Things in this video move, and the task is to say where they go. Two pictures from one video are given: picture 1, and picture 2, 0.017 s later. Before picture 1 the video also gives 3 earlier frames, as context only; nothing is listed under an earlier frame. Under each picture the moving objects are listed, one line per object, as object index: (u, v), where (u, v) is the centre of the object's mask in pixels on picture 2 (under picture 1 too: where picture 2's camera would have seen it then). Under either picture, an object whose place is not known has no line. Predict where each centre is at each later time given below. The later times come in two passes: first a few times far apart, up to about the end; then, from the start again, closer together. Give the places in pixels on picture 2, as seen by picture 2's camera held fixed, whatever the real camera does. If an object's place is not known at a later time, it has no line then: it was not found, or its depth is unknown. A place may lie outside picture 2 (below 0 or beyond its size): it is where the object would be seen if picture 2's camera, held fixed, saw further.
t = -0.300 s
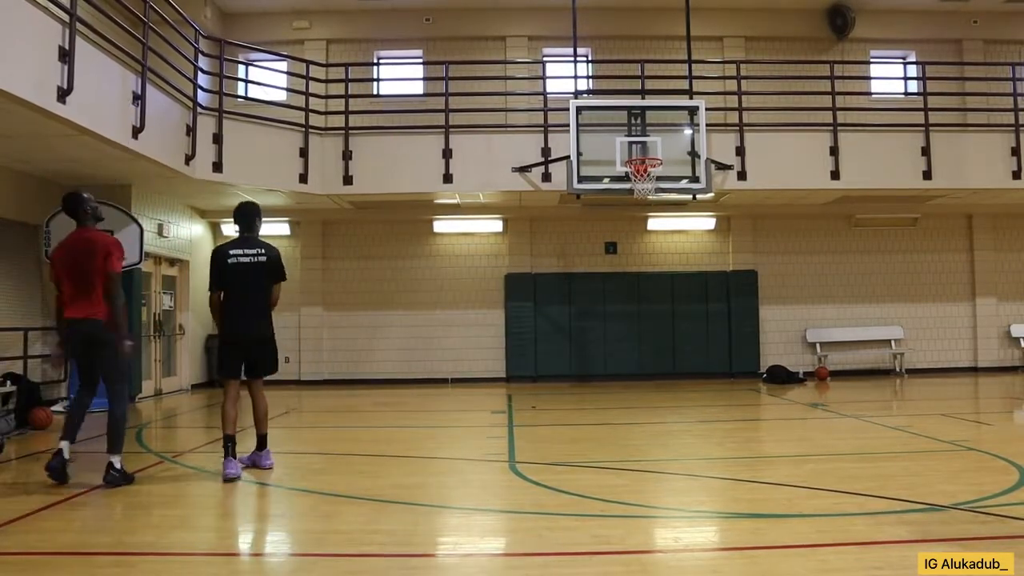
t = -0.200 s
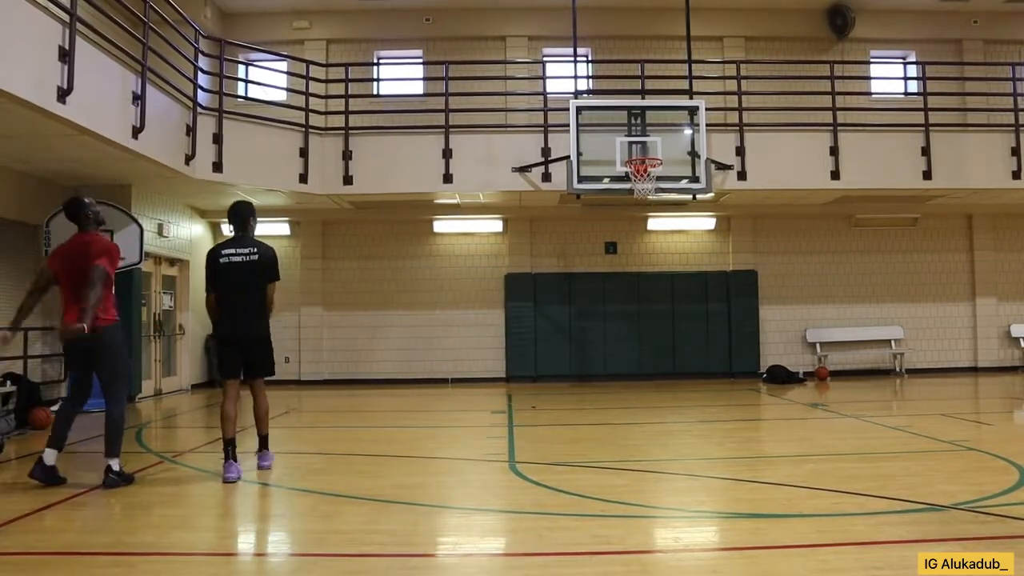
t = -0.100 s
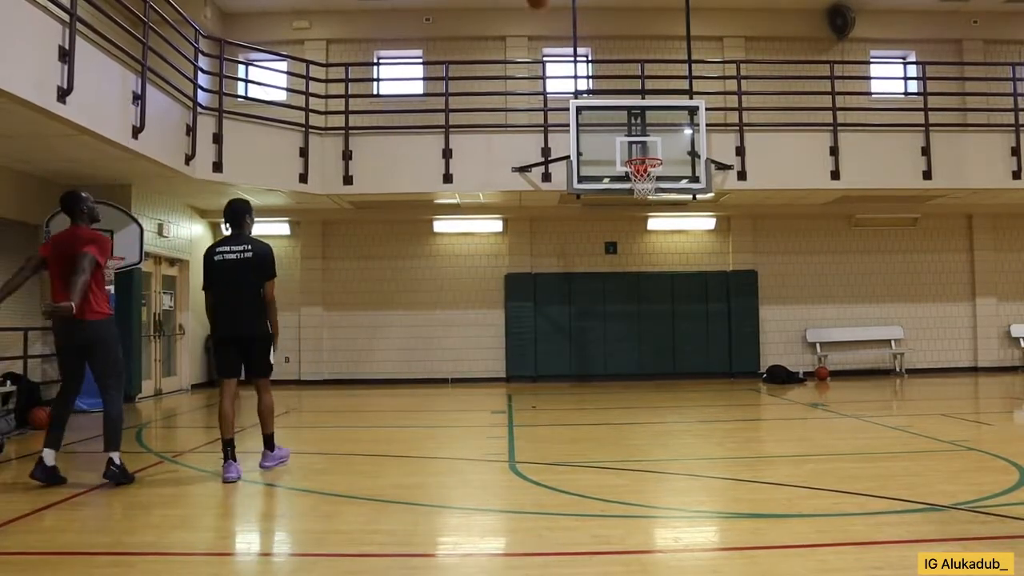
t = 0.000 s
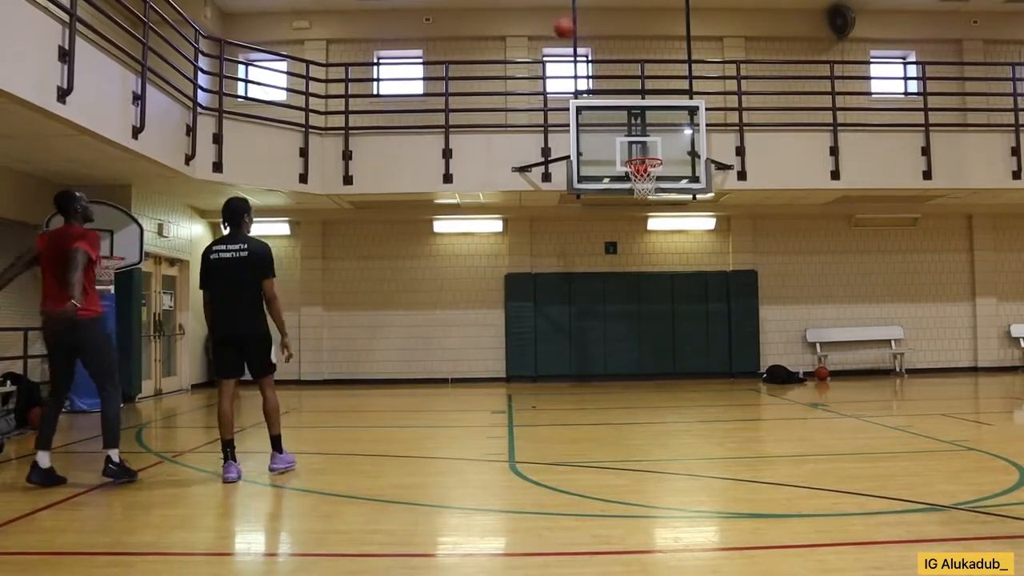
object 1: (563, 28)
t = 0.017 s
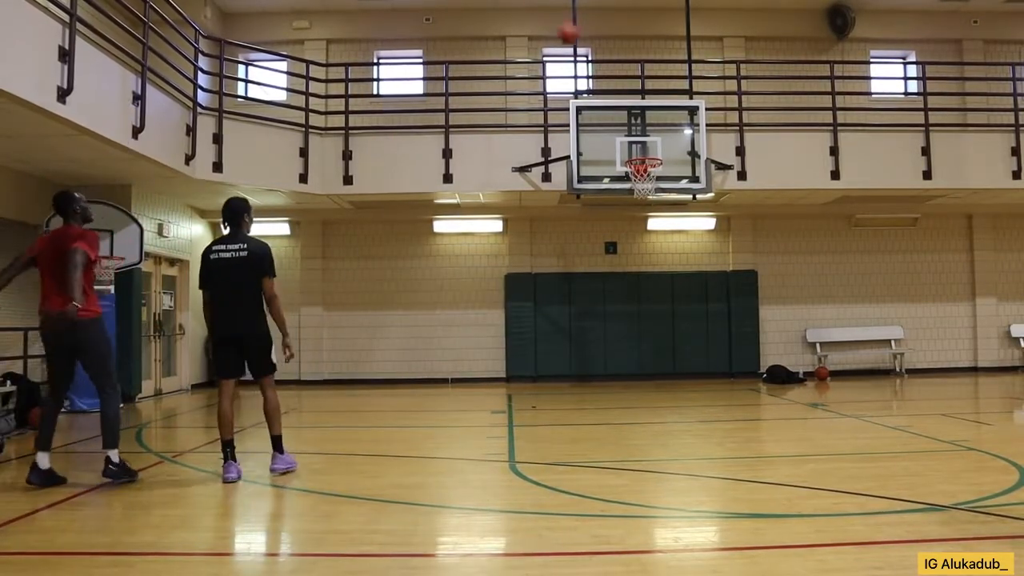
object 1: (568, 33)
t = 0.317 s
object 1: (639, 165)
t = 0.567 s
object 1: (665, 220)
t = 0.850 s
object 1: (693, 323)
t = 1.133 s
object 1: (709, 334)
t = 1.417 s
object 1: (716, 266)
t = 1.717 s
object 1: (724, 257)
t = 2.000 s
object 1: (734, 316)
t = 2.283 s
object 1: (746, 375)
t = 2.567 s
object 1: (759, 310)
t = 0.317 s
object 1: (639, 165)
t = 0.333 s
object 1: (640, 171)
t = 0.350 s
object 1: (641, 172)
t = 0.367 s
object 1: (646, 184)
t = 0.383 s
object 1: (647, 181)
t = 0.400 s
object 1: (648, 183)
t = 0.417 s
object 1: (651, 188)
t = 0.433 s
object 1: (652, 190)
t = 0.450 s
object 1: (654, 195)
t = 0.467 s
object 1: (656, 196)
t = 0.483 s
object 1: (657, 198)
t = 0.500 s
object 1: (658, 204)
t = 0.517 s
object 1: (660, 208)
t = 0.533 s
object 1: (663, 211)
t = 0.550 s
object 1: (664, 215)
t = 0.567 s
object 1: (665, 220)
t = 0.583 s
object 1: (667, 225)
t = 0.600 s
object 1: (669, 231)
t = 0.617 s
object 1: (670, 236)
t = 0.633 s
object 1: (672, 239)
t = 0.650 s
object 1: (673, 245)
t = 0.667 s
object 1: (675, 251)
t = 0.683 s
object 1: (677, 257)
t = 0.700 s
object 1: (679, 263)
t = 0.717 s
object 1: (680, 269)
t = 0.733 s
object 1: (682, 275)
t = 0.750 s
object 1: (684, 281)
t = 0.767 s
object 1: (684, 288)
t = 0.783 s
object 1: (687, 294)
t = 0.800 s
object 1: (688, 300)
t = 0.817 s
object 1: (690, 308)
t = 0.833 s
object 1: (691, 316)
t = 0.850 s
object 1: (693, 323)
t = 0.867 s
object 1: (695, 331)
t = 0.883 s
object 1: (697, 340)
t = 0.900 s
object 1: (699, 347)
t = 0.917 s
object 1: (700, 358)
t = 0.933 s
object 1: (702, 365)
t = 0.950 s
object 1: (703, 374)
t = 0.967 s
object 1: (704, 383)
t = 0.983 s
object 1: (706, 392)
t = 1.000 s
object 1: (706, 385)
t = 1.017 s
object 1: (707, 378)
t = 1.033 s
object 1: (707, 371)
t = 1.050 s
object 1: (708, 364)
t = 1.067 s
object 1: (707, 358)
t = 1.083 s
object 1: (708, 353)
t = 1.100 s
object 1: (708, 346)
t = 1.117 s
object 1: (709, 340)
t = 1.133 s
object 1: (709, 334)
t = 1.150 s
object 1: (711, 329)
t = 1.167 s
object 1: (710, 323)
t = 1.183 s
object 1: (711, 318)
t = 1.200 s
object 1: (711, 313)
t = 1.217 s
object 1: (712, 308)
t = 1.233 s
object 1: (712, 304)
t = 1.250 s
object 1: (712, 298)
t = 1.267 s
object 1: (712, 295)
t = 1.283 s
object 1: (713, 290)
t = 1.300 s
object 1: (713, 287)
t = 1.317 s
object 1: (713, 284)
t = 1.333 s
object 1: (714, 281)
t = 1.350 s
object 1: (715, 278)
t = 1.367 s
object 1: (715, 274)
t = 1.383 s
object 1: (716, 270)
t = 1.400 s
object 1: (716, 268)
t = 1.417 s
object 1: (716, 266)
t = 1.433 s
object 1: (717, 266)
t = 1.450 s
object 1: (716, 264)
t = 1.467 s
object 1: (717, 260)
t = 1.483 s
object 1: (717, 259)
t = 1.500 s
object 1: (718, 257)
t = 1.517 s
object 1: (718, 256)
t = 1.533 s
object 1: (719, 255)
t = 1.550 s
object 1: (719, 254)
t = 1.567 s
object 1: (719, 253)
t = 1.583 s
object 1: (720, 253)
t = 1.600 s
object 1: (721, 253)
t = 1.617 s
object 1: (721, 253)
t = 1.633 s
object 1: (722, 253)
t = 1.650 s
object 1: (722, 253)
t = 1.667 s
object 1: (722, 254)
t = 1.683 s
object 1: (723, 255)
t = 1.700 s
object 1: (724, 255)
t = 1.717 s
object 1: (724, 257)
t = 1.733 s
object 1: (725, 259)
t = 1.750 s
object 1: (725, 261)
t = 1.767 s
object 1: (726, 263)
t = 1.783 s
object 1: (727, 265)
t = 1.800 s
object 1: (727, 268)
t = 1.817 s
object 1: (728, 271)
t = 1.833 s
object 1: (729, 274)
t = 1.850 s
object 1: (729, 277)
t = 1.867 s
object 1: (730, 280)
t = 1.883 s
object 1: (730, 283)
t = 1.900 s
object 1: (731, 287)
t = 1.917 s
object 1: (731, 292)
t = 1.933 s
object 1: (731, 296)
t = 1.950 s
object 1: (732, 300)
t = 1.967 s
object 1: (733, 305)
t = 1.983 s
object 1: (734, 310)
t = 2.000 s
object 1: (734, 316)
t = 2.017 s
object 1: (735, 322)
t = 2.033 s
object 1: (736, 328)
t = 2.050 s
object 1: (737, 334)
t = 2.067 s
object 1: (737, 341)
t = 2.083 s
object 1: (738, 348)
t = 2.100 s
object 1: (738, 354)
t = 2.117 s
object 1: (739, 361)
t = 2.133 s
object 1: (740, 369)
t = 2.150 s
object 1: (740, 377)
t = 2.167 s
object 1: (741, 385)
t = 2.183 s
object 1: (742, 394)
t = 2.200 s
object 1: (742, 404)
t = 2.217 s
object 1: (743, 401)
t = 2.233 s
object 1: (743, 394)
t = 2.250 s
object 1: (744, 387)
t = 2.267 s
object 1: (745, 381)
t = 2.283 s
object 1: (746, 375)
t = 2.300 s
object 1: (746, 369)
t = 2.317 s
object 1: (748, 365)
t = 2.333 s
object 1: (748, 359)
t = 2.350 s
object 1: (749, 357)
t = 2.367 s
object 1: (750, 348)
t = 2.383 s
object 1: (750, 344)
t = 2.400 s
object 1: (751, 340)
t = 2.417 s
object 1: (751, 336)
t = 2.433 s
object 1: (753, 333)
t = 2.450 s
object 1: (753, 329)
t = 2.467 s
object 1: (754, 326)
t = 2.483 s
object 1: (755, 322)
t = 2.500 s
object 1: (756, 319)
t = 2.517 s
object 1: (756, 317)
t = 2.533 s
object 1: (758, 314)
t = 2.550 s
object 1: (758, 312)
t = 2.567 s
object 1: (759, 310)
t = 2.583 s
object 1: (760, 309)
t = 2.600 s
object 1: (761, 307)
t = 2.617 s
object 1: (761, 307)
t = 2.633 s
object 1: (762, 305)
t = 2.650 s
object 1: (763, 305)
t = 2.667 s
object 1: (764, 304)
